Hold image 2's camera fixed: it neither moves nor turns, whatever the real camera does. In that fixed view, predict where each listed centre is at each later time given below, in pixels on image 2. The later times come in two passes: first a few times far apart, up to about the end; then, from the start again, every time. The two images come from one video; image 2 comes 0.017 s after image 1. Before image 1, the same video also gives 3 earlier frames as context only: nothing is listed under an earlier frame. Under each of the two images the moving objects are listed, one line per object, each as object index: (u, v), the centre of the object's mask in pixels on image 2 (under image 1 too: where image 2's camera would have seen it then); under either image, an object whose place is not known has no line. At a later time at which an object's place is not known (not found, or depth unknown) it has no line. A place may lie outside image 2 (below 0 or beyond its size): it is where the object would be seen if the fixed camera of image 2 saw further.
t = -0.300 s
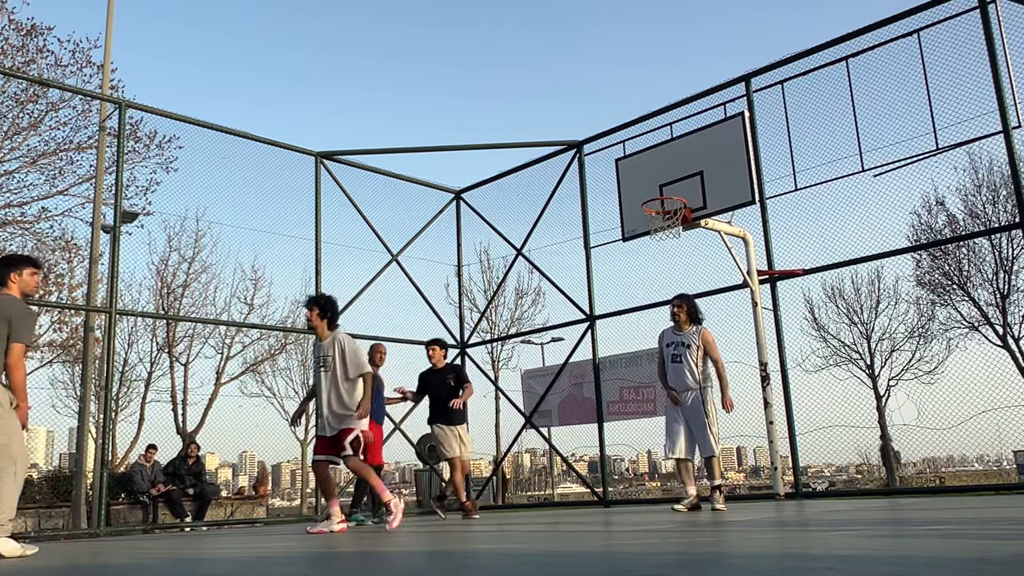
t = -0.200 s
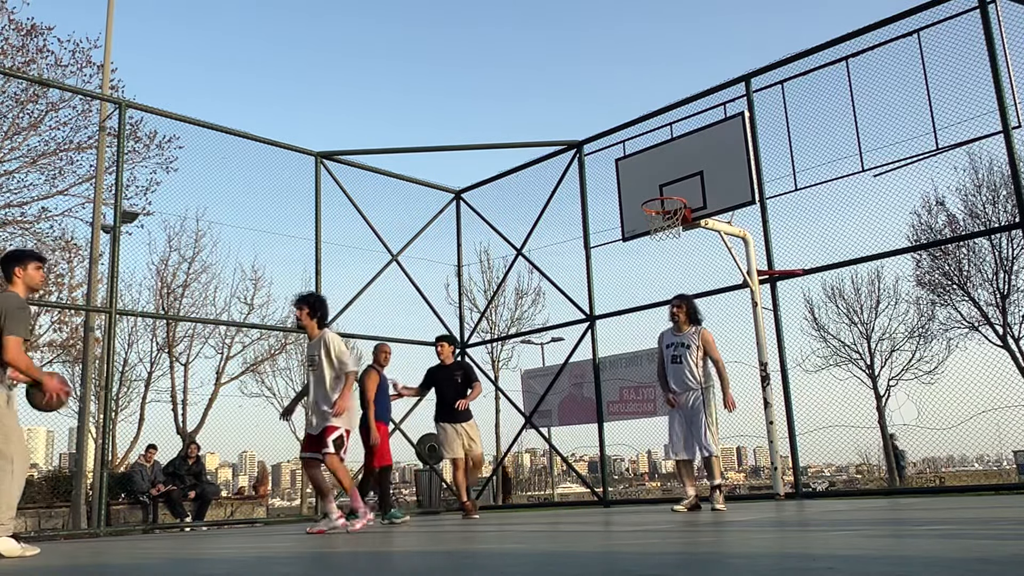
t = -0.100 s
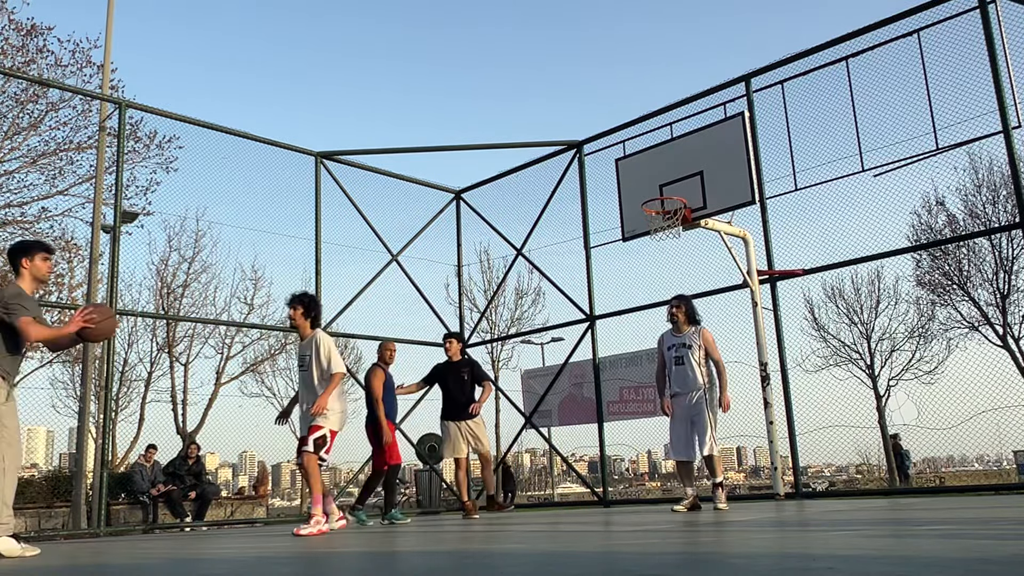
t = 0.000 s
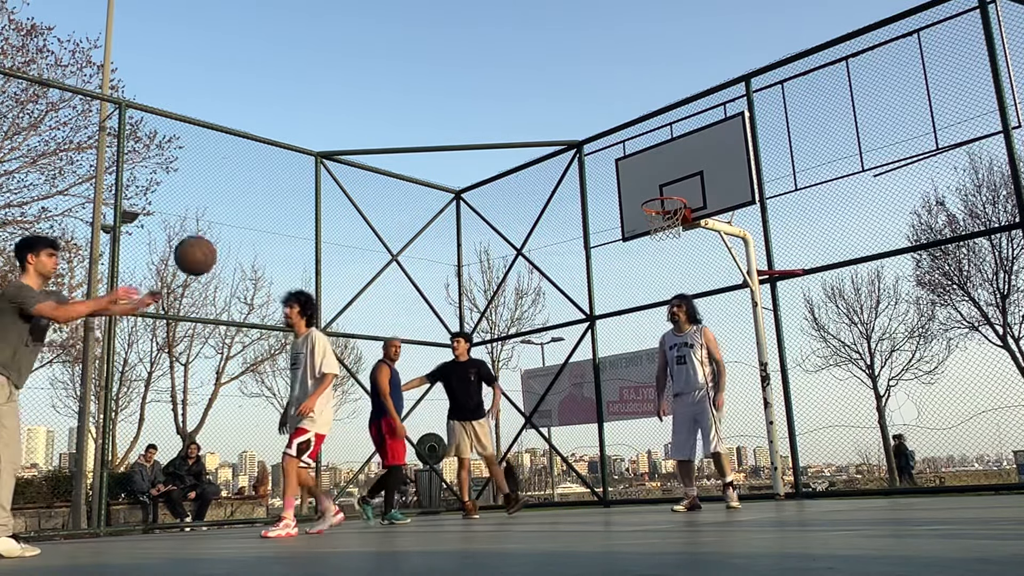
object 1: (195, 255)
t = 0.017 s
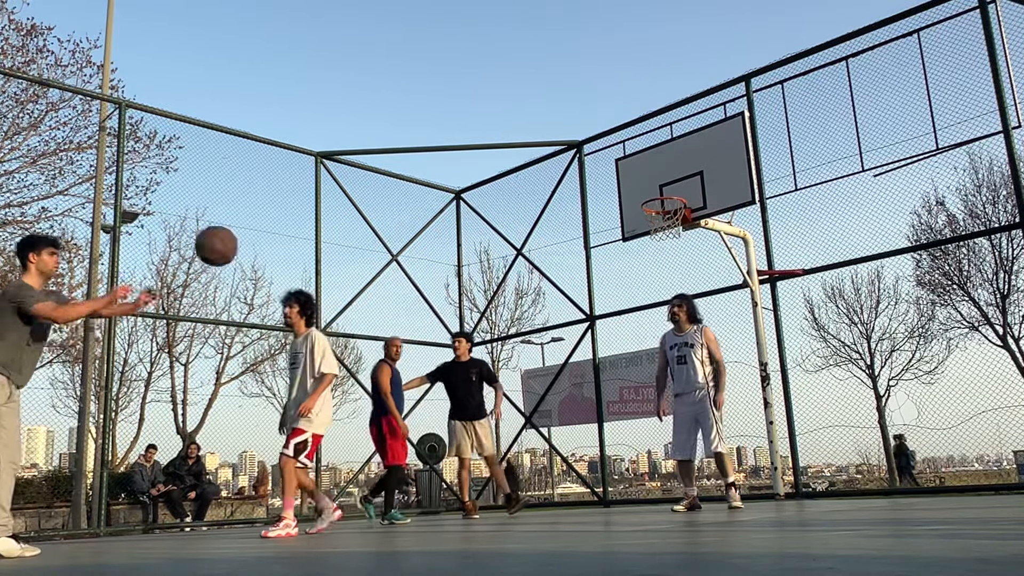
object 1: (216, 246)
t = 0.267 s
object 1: (543, 149)
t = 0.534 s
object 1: (943, 147)
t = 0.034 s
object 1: (237, 237)
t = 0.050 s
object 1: (259, 228)
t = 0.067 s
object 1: (280, 220)
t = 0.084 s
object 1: (301, 212)
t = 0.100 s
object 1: (323, 204)
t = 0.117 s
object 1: (345, 197)
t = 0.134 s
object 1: (366, 190)
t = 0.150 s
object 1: (388, 183)
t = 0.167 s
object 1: (410, 177)
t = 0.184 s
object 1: (431, 172)
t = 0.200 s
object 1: (454, 167)
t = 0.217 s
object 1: (476, 162)
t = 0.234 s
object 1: (498, 157)
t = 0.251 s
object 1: (520, 153)
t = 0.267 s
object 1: (543, 149)
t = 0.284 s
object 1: (566, 146)
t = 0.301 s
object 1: (589, 143)
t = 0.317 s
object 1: (613, 140)
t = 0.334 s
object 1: (636, 138)
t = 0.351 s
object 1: (660, 137)
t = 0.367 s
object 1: (684, 136)
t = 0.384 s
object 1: (708, 135)
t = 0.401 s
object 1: (732, 134)
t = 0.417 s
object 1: (758, 134)
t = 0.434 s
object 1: (783, 135)
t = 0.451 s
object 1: (809, 135)
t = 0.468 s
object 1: (835, 137)
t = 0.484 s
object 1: (861, 139)
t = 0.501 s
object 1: (888, 141)
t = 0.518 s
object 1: (915, 144)
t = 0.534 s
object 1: (943, 147)
